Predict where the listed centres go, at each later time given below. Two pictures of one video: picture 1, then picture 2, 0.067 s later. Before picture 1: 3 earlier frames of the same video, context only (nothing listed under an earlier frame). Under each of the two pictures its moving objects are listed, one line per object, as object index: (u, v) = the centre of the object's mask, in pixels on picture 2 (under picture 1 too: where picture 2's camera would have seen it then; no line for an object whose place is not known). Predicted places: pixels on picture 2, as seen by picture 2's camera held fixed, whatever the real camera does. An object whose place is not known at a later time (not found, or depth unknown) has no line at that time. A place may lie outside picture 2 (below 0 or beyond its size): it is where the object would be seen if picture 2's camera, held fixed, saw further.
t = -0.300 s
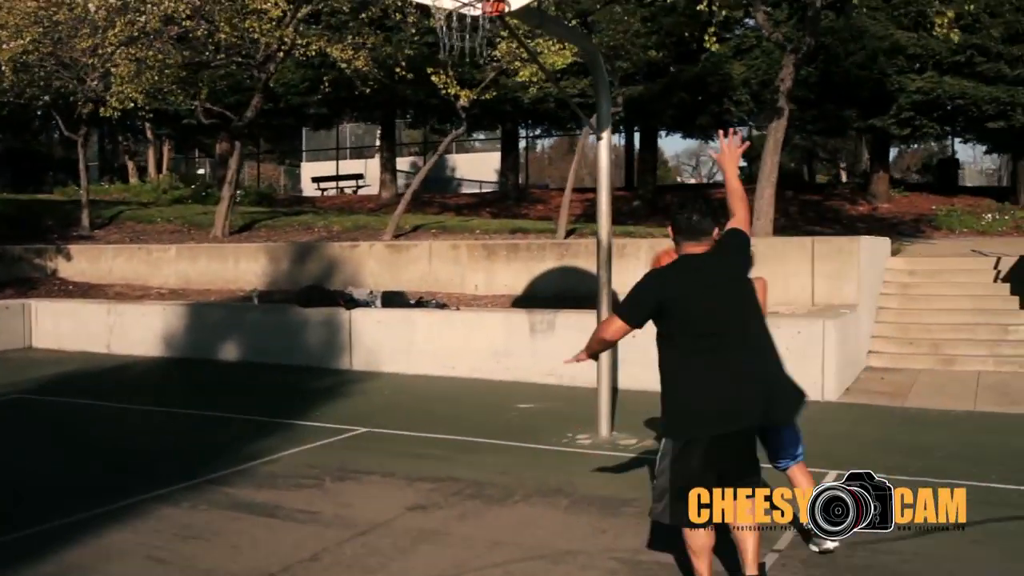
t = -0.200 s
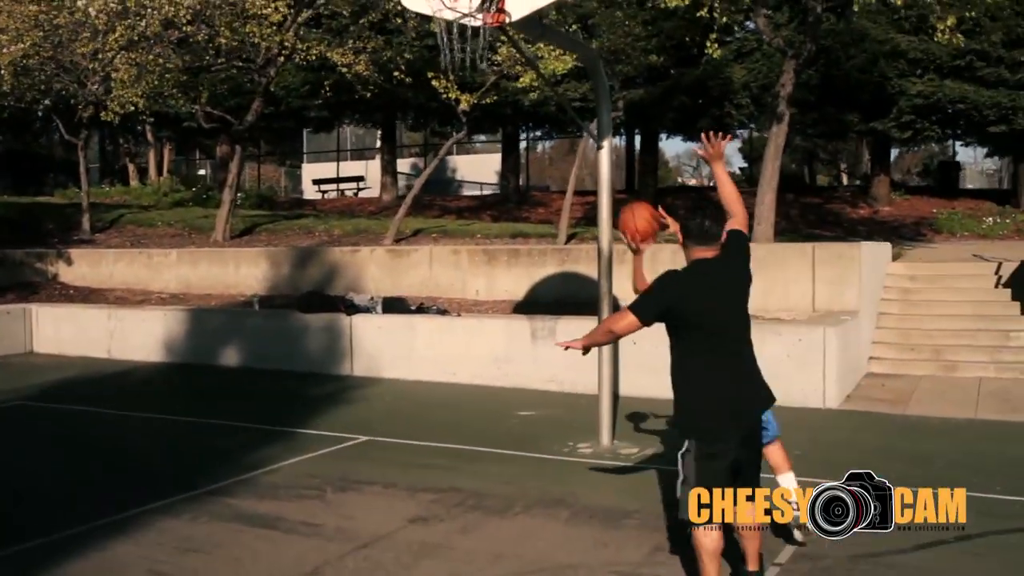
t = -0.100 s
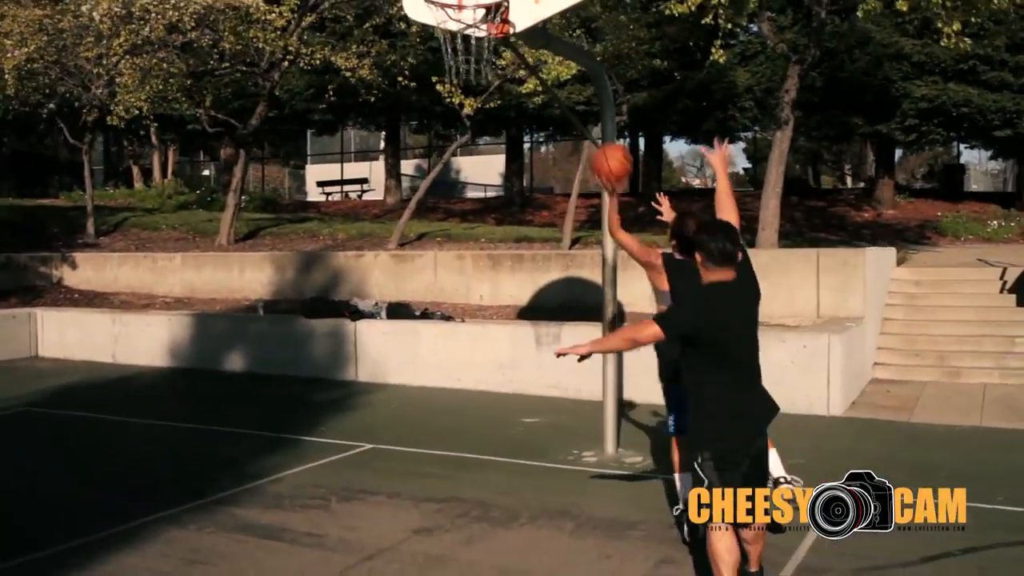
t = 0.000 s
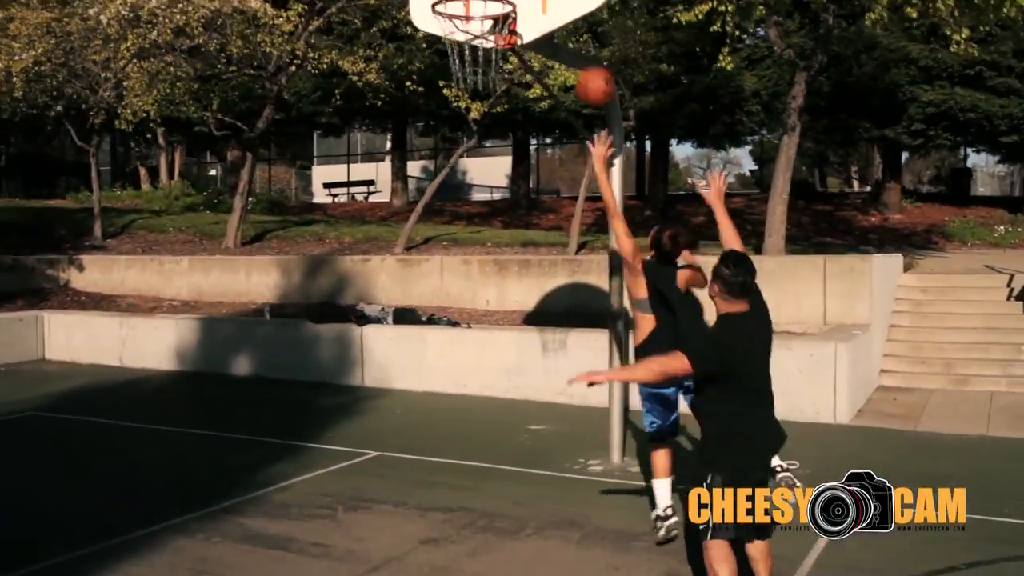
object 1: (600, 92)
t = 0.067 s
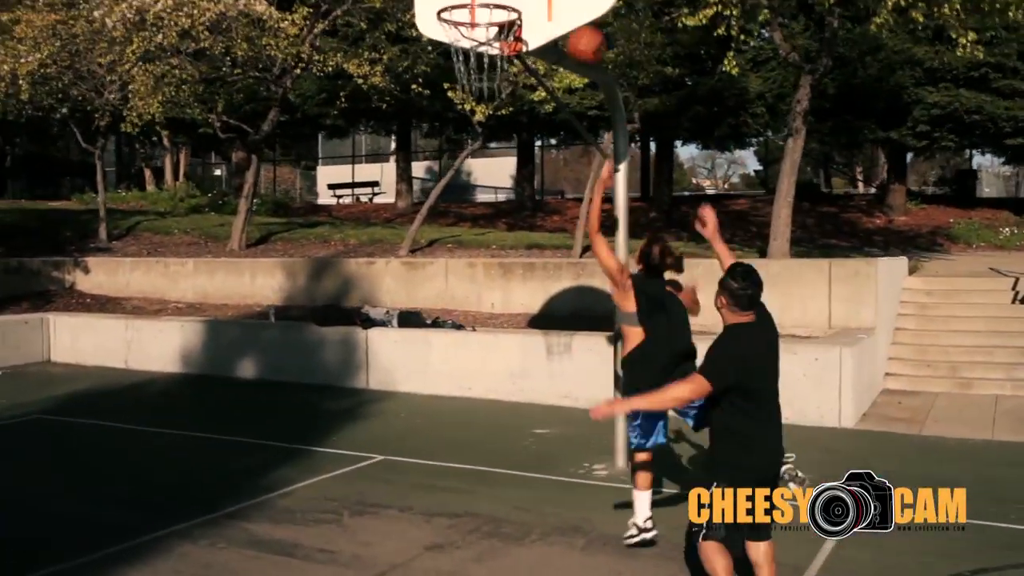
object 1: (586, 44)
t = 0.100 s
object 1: (580, 27)
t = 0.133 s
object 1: (573, 9)
